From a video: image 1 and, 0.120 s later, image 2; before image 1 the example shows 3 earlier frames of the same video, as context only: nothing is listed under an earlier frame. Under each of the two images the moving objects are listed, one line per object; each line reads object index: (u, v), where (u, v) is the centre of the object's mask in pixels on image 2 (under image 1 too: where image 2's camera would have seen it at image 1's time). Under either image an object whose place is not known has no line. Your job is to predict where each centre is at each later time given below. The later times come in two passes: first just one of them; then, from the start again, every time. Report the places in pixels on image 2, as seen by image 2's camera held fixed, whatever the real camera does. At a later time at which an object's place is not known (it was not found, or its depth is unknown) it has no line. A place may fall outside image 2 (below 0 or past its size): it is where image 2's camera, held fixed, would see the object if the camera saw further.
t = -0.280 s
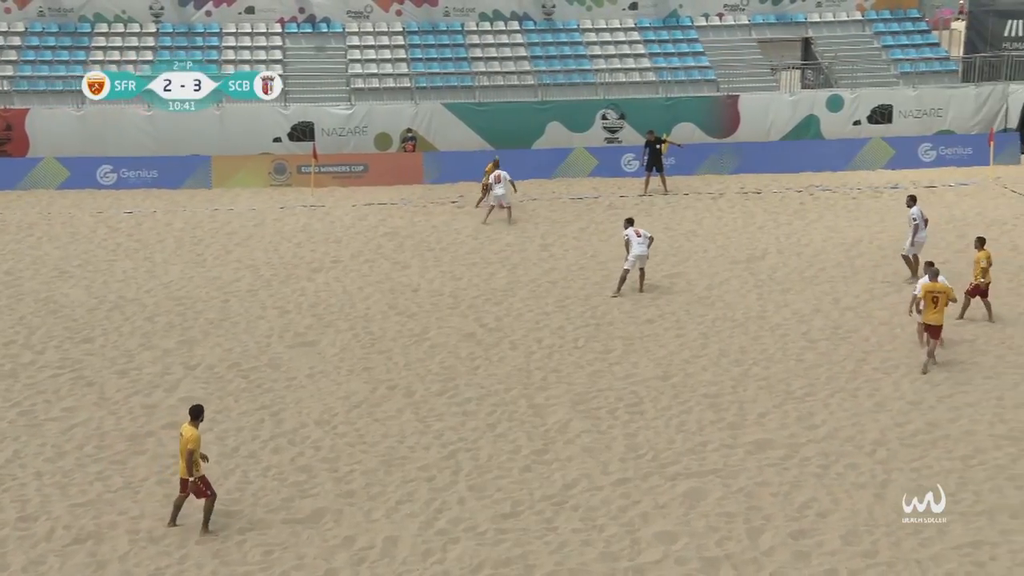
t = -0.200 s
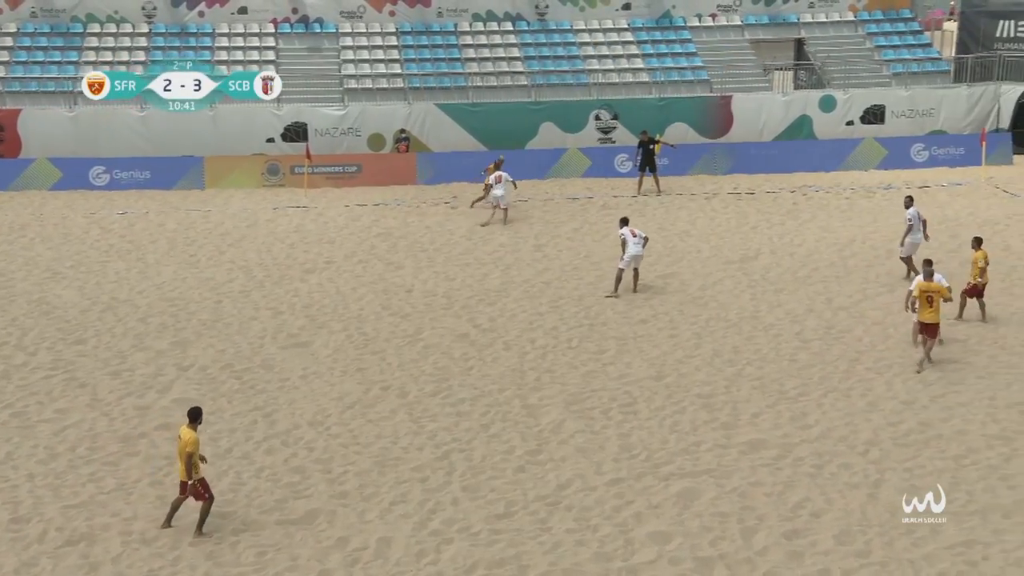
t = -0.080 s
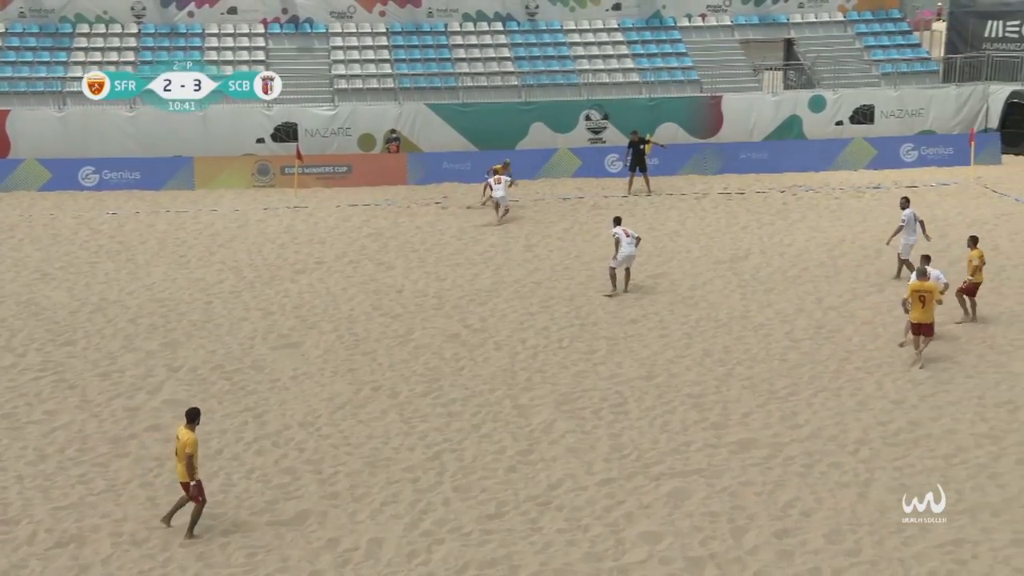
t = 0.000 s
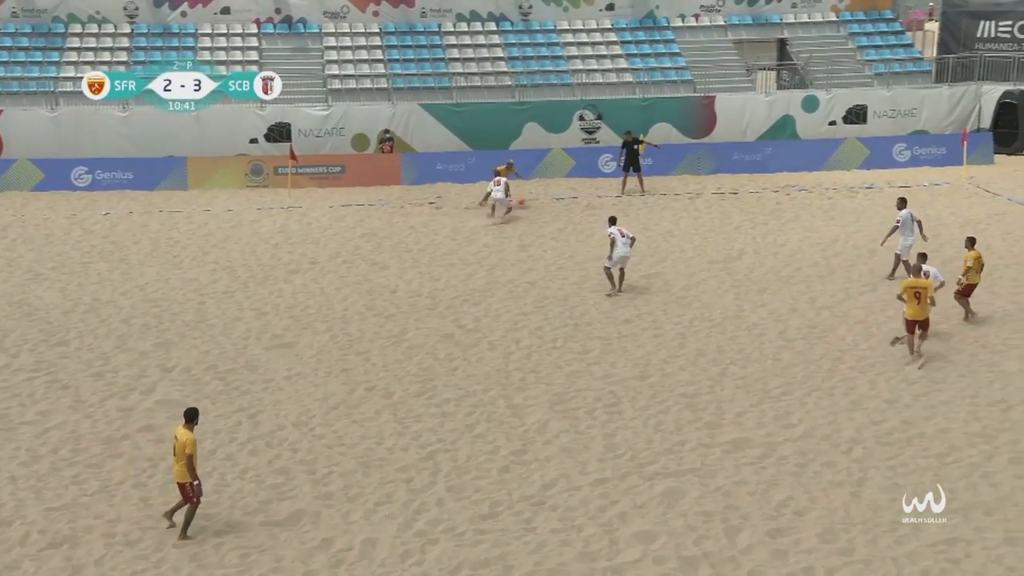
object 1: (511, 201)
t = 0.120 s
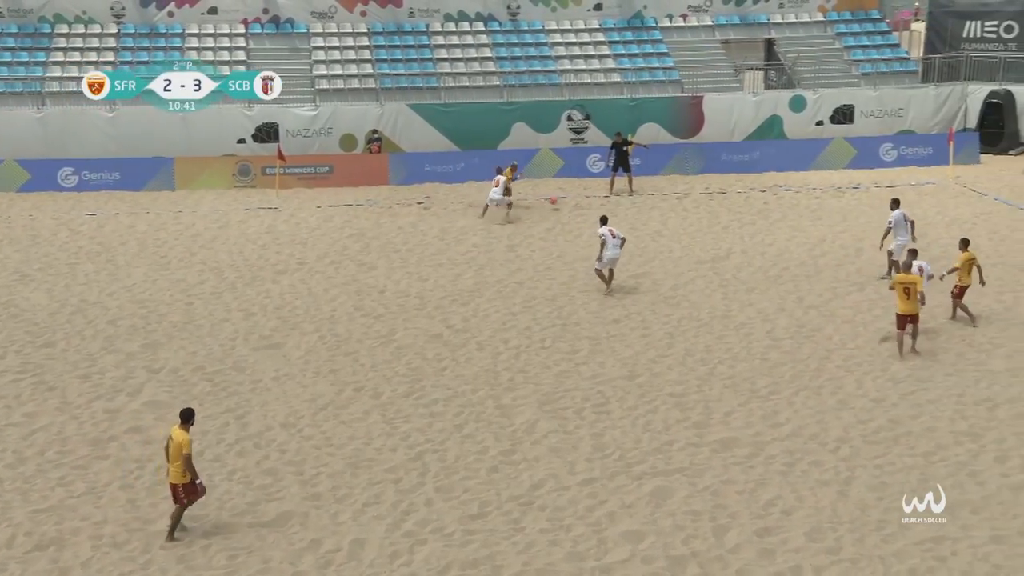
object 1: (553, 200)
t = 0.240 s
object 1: (595, 203)
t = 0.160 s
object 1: (566, 201)
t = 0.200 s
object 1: (580, 202)
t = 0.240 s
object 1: (595, 203)
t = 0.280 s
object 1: (607, 208)
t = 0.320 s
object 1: (618, 208)
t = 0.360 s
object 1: (627, 206)
